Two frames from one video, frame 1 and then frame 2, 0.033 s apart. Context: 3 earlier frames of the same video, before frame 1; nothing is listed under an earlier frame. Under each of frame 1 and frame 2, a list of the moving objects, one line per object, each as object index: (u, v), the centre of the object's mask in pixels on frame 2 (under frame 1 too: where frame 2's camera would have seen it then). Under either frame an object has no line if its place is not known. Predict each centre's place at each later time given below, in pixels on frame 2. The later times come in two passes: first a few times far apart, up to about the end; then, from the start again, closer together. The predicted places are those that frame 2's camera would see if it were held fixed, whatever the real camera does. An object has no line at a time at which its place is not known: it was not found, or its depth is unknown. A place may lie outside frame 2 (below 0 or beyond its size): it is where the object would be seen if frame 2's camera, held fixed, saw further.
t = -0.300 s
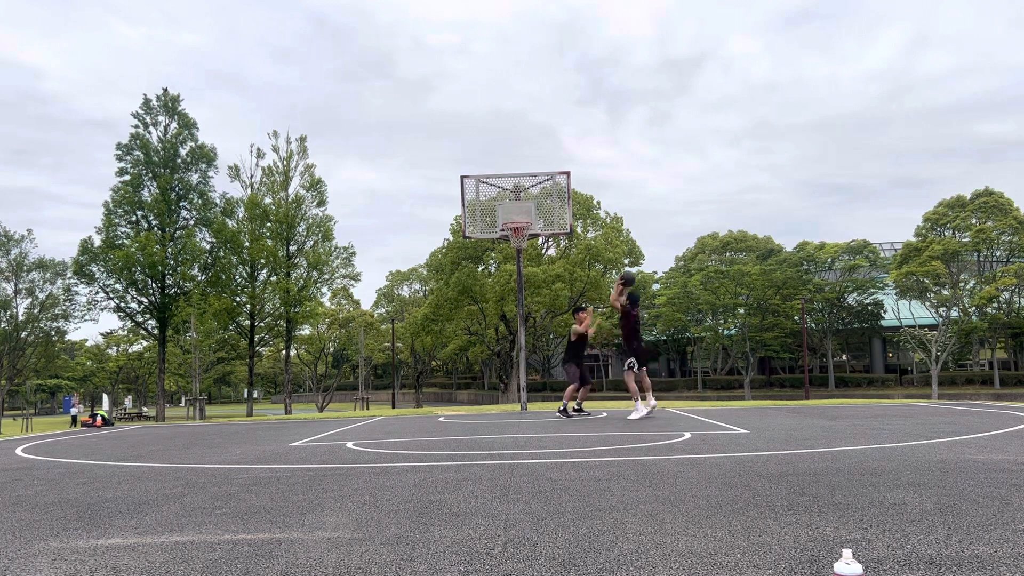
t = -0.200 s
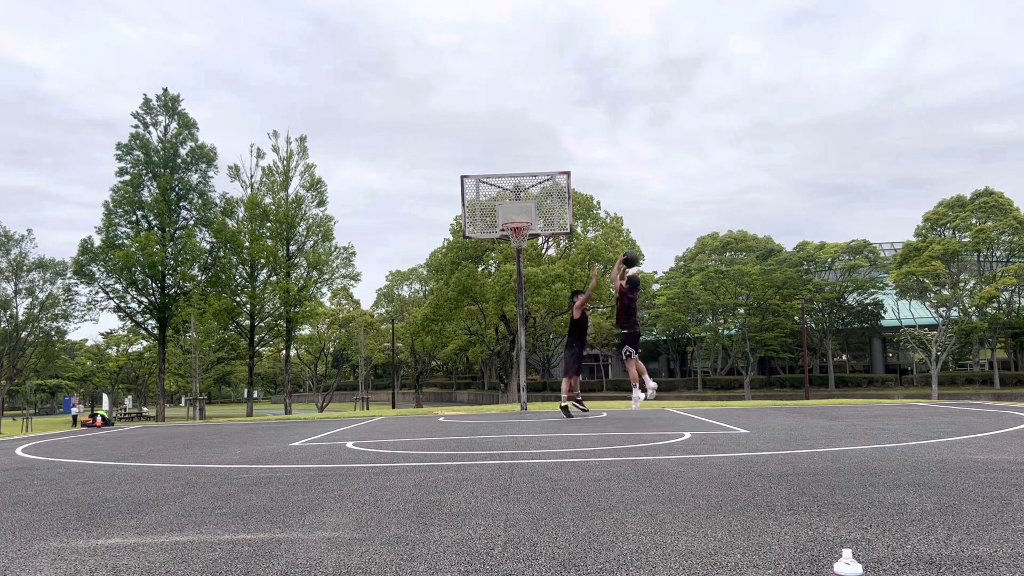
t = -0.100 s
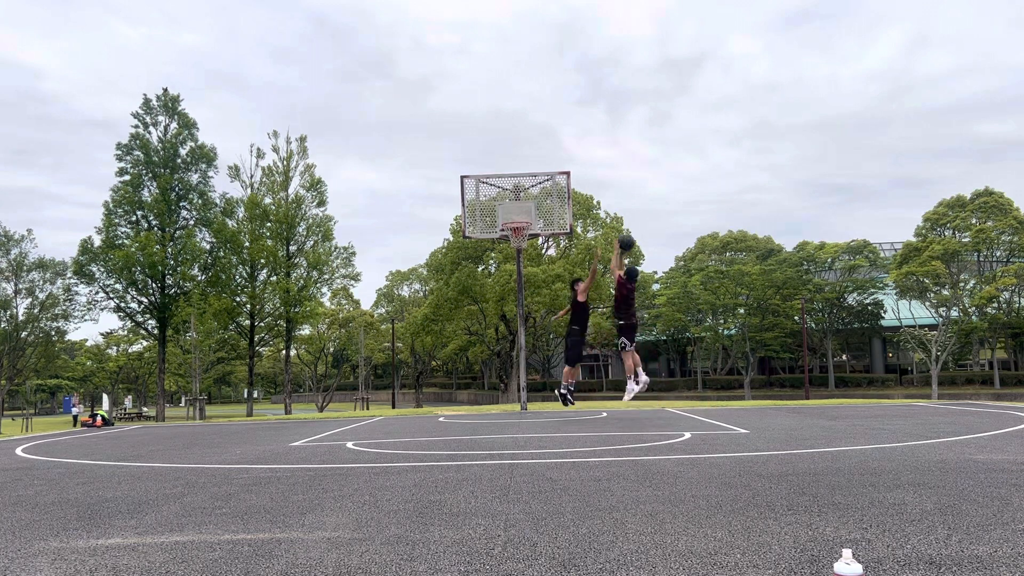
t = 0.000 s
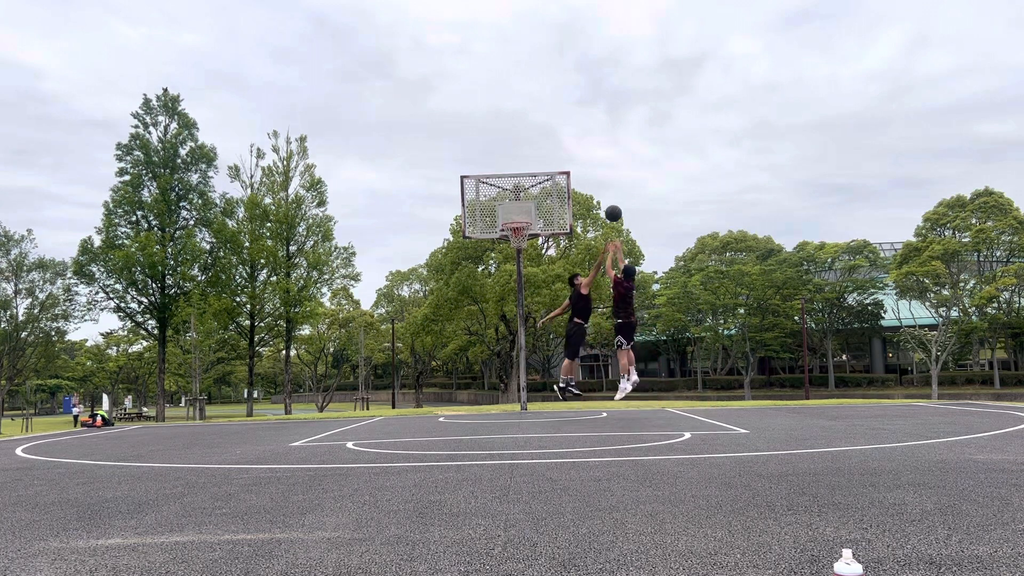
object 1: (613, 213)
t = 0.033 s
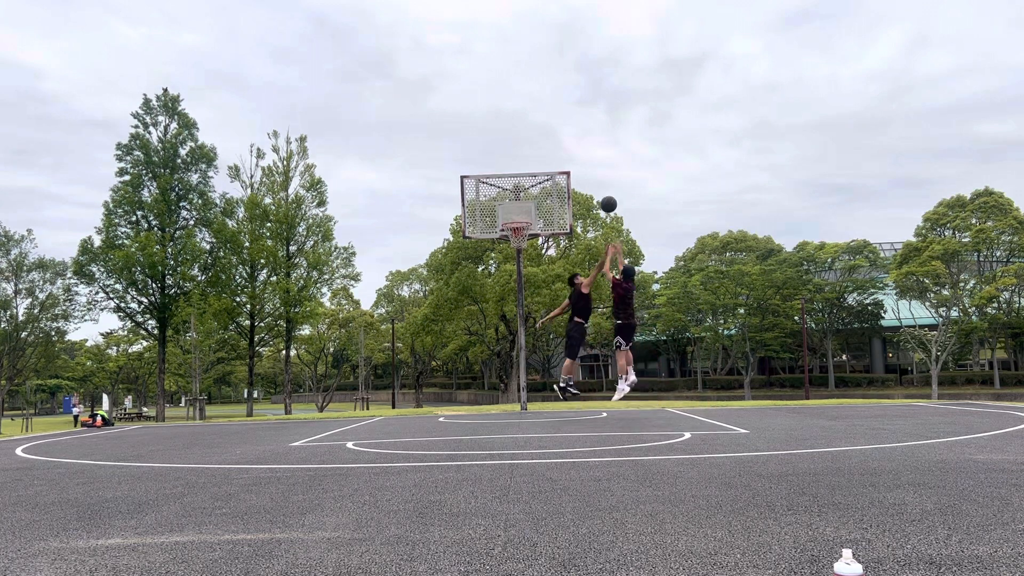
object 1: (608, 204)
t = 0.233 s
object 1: (581, 167)
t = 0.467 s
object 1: (553, 159)
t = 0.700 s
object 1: (528, 185)
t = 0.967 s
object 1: (523, 233)
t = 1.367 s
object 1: (516, 250)
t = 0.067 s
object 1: (604, 196)
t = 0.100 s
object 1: (599, 188)
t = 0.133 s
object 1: (595, 182)
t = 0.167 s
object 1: (590, 176)
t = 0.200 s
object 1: (586, 171)
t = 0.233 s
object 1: (581, 167)
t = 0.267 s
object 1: (577, 164)
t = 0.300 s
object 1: (573, 162)
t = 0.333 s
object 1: (569, 160)
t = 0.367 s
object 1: (565, 158)
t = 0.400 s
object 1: (561, 158)
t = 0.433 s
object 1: (557, 158)
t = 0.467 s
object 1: (553, 159)
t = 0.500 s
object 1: (549, 161)
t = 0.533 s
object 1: (545, 163)
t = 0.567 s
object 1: (542, 166)
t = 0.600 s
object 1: (538, 170)
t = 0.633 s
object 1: (534, 174)
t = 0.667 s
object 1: (531, 179)
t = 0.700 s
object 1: (528, 185)
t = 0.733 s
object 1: (524, 191)
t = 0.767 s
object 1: (521, 198)
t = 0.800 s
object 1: (517, 206)
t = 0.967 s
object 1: (523, 233)
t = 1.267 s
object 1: (523, 239)
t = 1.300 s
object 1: (522, 242)
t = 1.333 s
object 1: (518, 243)
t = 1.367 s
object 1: (516, 250)
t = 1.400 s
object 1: (515, 253)
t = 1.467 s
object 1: (510, 264)
